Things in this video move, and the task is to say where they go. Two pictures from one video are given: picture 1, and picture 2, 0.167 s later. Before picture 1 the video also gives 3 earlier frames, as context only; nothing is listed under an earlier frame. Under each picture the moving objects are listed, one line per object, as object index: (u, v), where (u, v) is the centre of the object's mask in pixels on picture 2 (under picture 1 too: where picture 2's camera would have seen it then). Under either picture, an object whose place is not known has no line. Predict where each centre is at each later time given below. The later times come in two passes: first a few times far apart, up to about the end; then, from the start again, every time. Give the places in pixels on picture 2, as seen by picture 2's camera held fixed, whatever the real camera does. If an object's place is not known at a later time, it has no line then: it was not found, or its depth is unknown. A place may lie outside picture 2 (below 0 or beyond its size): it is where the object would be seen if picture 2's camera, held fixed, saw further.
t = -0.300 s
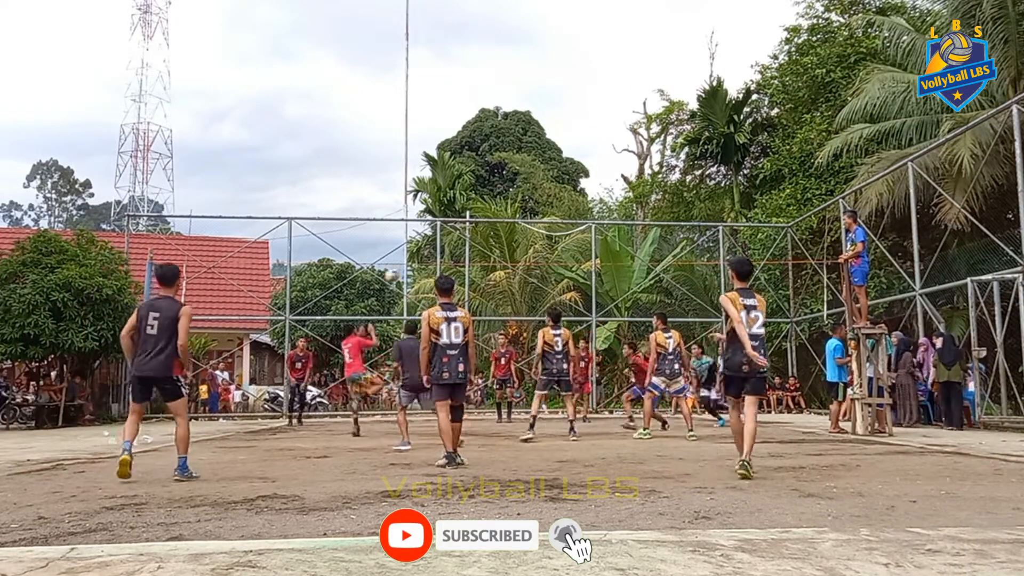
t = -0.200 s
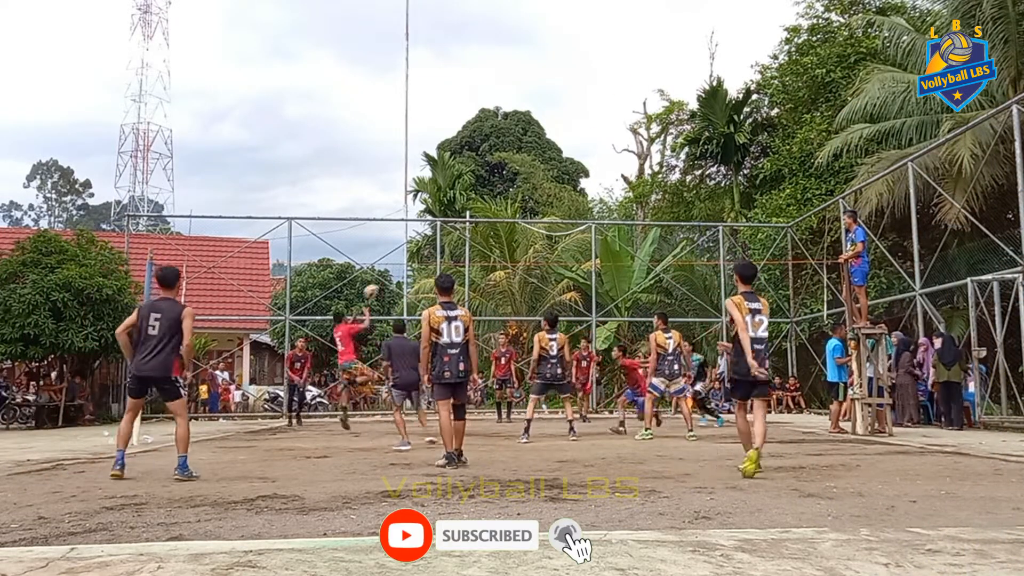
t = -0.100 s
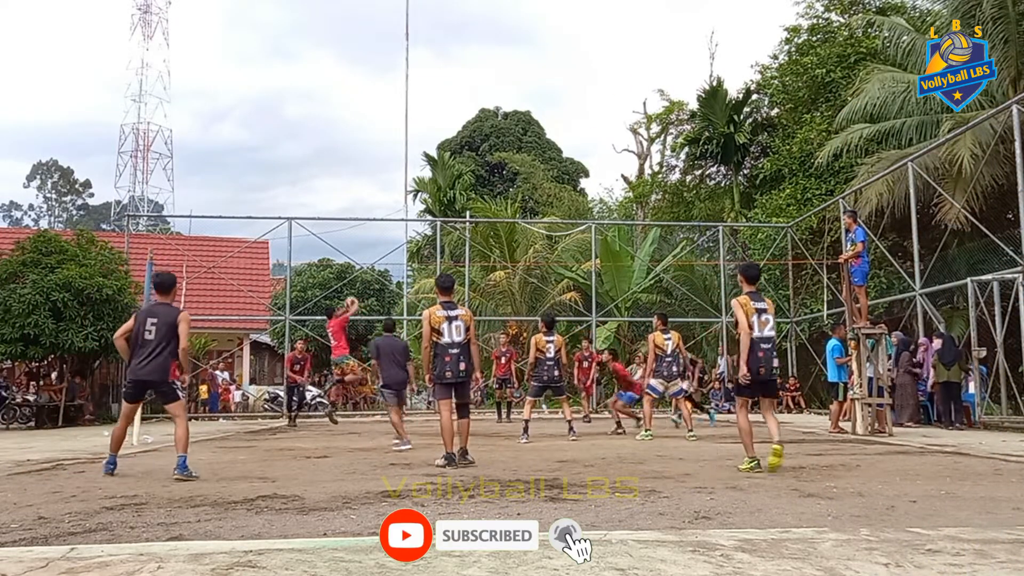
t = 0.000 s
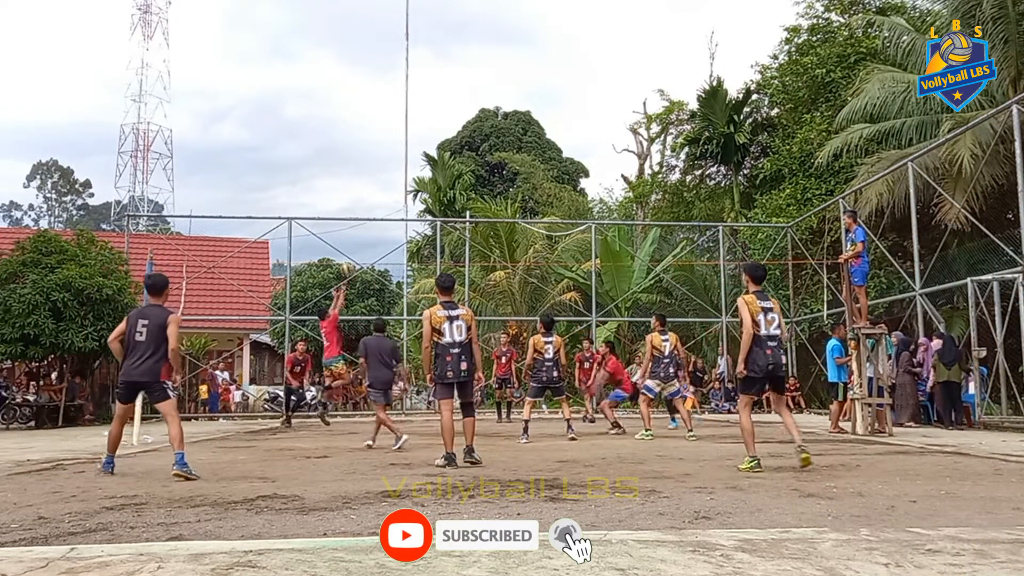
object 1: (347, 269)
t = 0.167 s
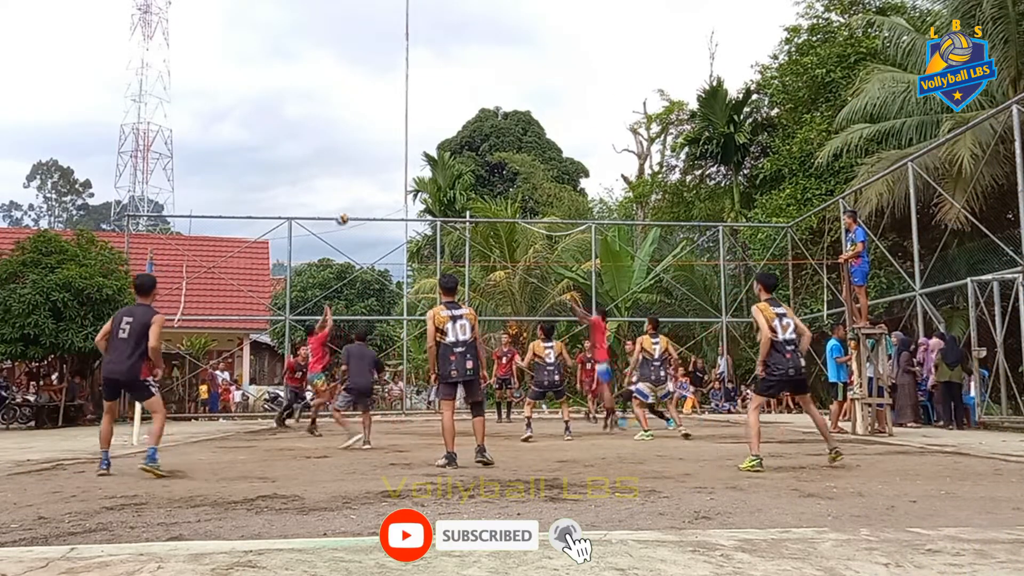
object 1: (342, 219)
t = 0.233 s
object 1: (340, 205)
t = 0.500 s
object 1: (330, 176)
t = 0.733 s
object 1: (321, 185)
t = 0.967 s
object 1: (313, 224)
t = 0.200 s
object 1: (341, 212)
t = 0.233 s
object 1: (340, 205)
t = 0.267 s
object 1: (338, 199)
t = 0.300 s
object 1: (337, 194)
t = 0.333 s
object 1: (336, 190)
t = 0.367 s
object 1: (335, 185)
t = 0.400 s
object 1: (333, 182)
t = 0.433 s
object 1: (332, 179)
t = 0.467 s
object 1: (331, 178)
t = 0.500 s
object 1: (330, 176)
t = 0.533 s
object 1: (328, 175)
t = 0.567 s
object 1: (327, 176)
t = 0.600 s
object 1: (326, 176)
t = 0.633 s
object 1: (325, 178)
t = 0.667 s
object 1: (323, 180)
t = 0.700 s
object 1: (322, 182)
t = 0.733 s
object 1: (321, 185)
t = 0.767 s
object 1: (320, 189)
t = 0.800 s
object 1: (319, 193)
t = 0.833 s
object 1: (317, 199)
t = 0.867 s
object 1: (316, 204)
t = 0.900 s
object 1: (315, 211)
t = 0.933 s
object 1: (314, 217)
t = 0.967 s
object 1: (313, 224)
